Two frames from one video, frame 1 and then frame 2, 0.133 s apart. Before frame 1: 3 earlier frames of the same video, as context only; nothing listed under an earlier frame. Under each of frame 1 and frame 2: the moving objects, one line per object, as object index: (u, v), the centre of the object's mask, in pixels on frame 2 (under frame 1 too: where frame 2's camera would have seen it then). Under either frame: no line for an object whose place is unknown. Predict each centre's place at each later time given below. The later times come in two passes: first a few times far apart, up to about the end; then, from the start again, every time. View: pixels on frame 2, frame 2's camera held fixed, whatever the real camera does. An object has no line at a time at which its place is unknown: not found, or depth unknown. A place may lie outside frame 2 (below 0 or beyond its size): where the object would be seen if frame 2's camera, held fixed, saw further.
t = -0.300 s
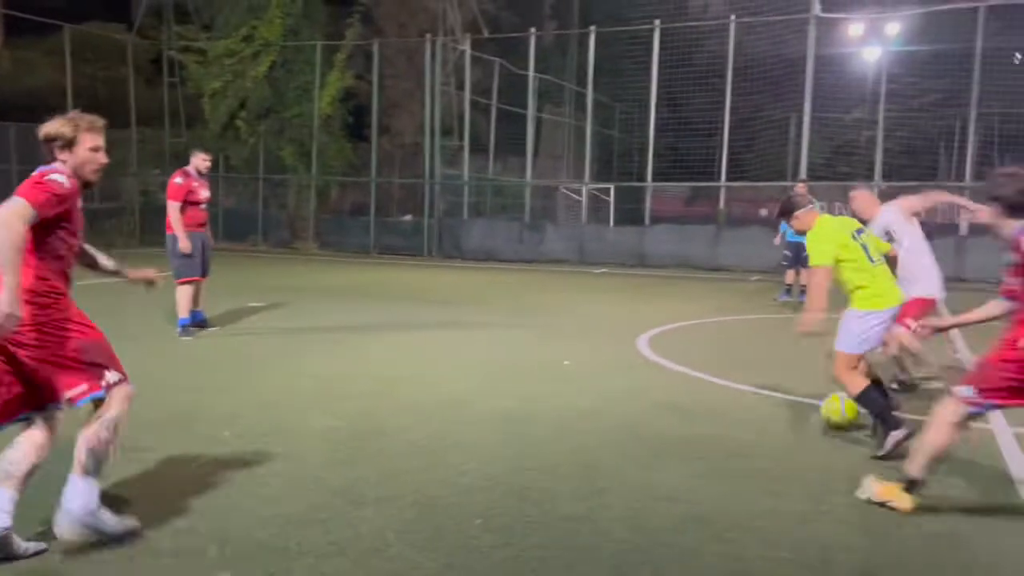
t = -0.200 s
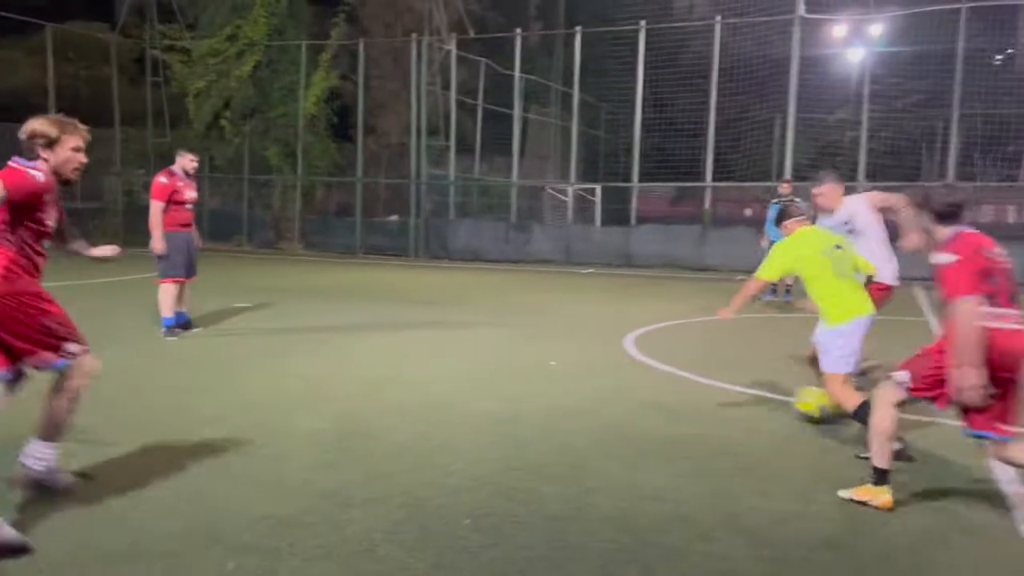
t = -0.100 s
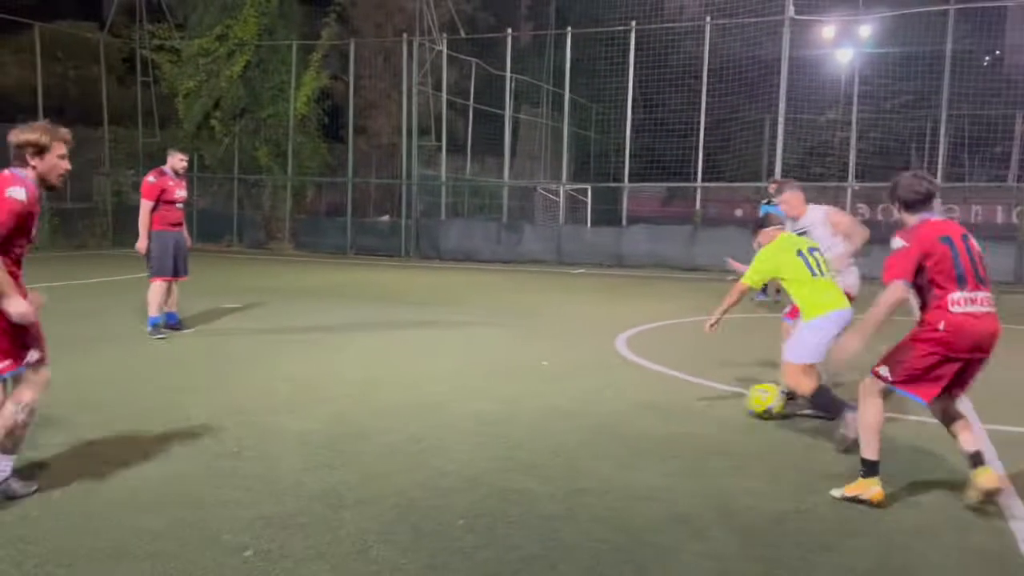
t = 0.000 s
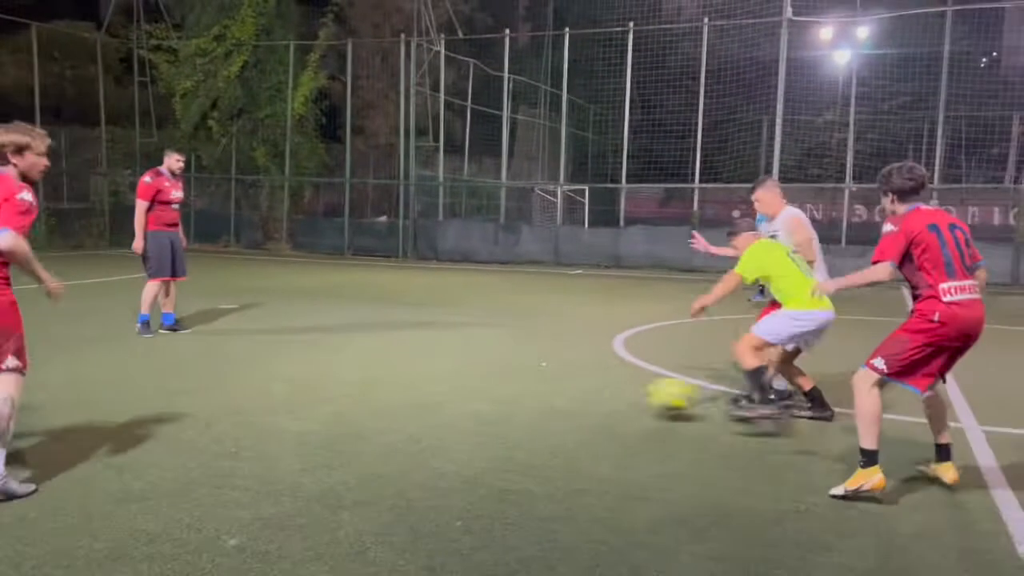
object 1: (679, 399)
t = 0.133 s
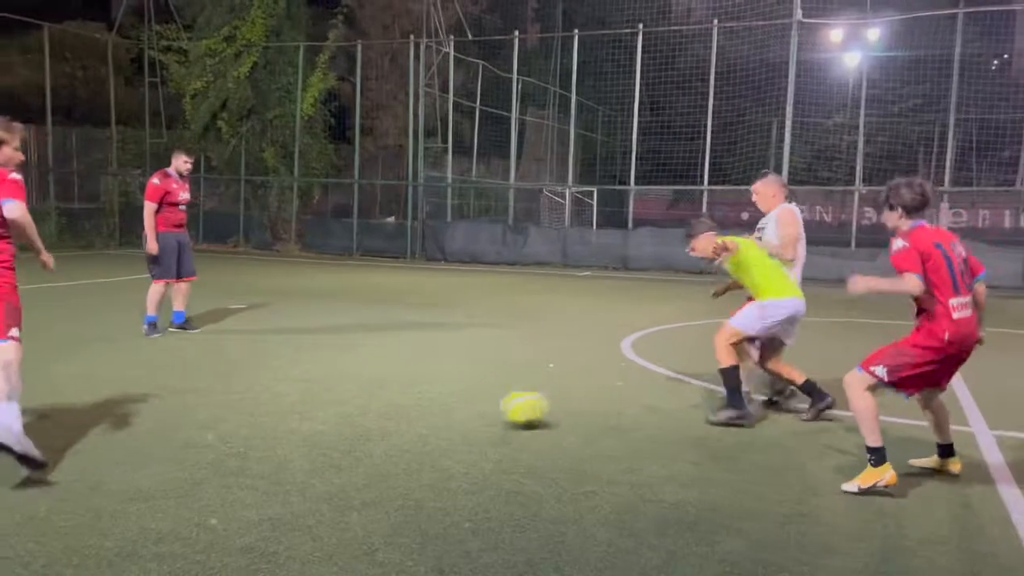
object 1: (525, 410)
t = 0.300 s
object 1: (350, 410)
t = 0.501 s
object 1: (141, 418)
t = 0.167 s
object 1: (490, 408)
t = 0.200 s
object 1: (456, 406)
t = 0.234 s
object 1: (421, 406)
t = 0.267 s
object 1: (386, 405)
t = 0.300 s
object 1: (350, 410)
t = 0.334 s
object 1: (313, 414)
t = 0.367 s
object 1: (280, 415)
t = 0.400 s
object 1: (244, 414)
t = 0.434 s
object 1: (208, 414)
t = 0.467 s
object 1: (177, 416)
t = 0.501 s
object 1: (141, 418)
